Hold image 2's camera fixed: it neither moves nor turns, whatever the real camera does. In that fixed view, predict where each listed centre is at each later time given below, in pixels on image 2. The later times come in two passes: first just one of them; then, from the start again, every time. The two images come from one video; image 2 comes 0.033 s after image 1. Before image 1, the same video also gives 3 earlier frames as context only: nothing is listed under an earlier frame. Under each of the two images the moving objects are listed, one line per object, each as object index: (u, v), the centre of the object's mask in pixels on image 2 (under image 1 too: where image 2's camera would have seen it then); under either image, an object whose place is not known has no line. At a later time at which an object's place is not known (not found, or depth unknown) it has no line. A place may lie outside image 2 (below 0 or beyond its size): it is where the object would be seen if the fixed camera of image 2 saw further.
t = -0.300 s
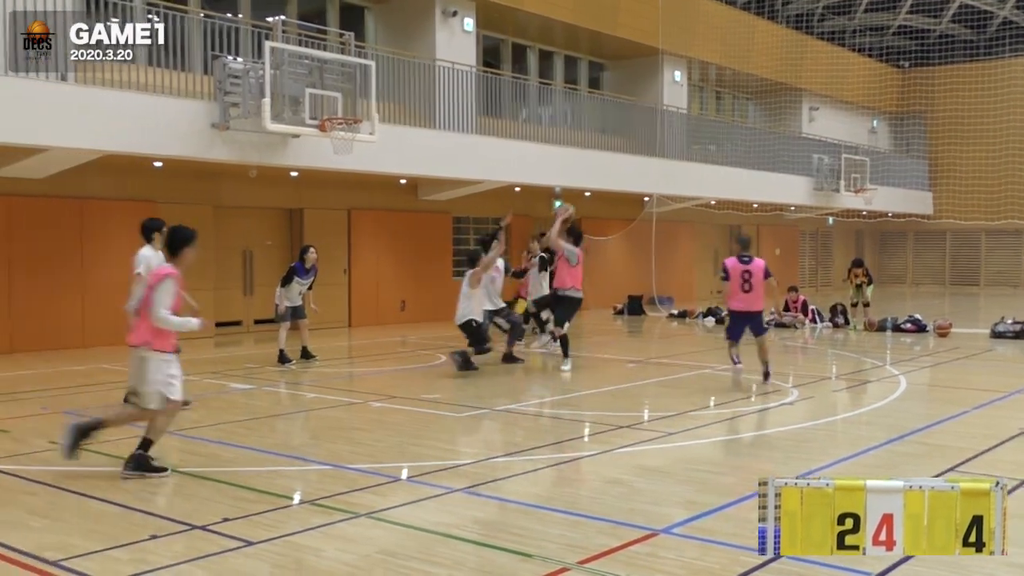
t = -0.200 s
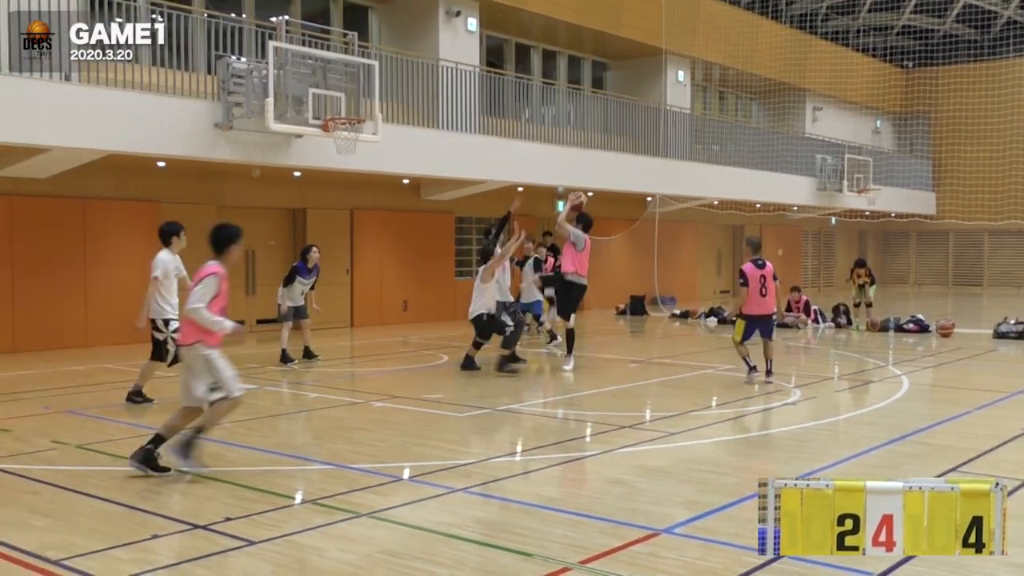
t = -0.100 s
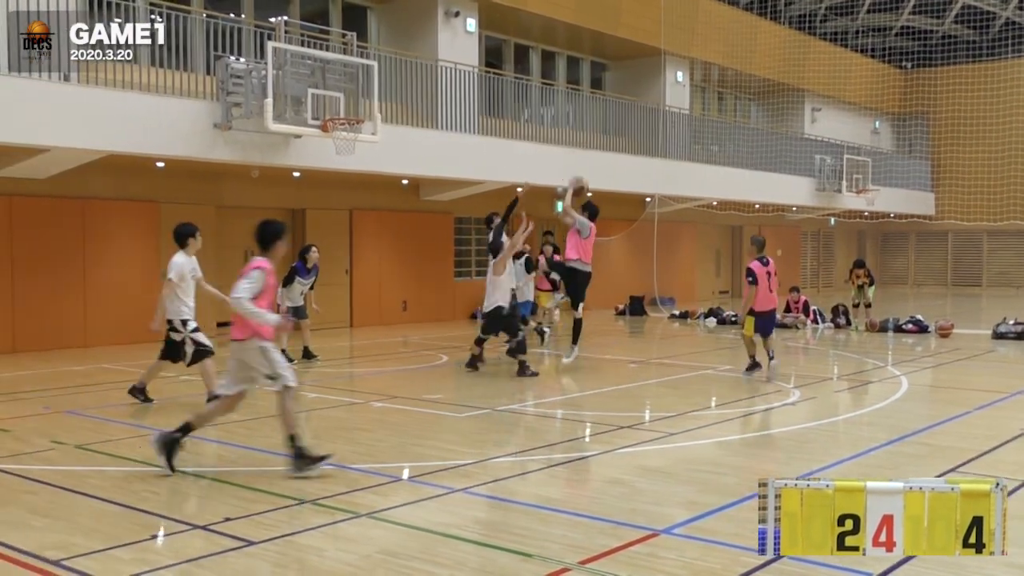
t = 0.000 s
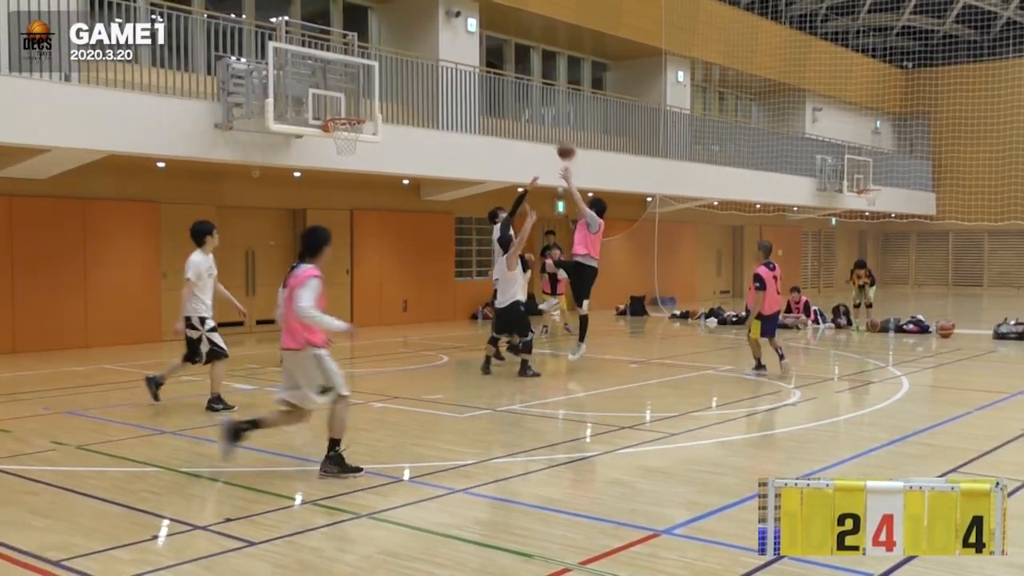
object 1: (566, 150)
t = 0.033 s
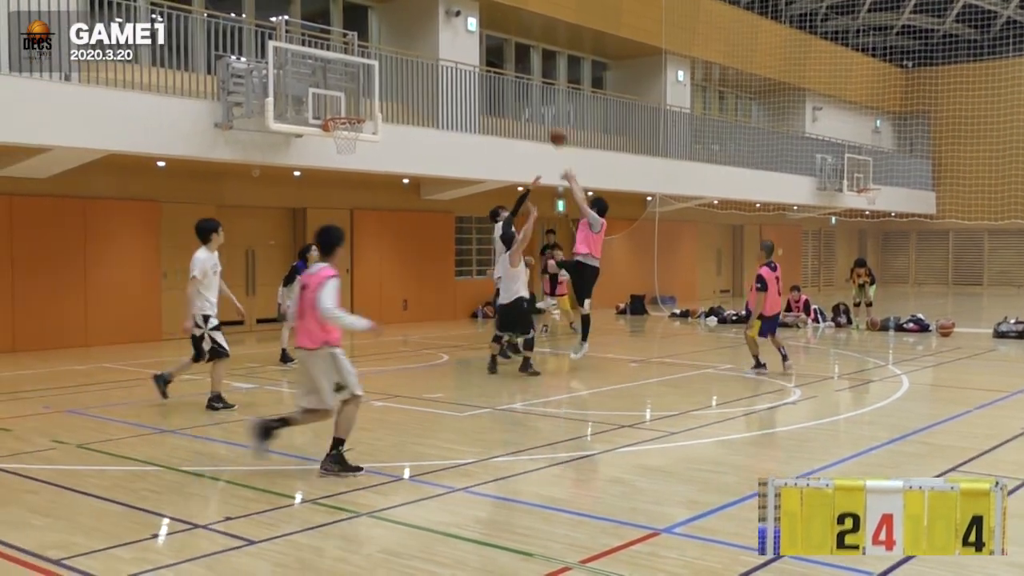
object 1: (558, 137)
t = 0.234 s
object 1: (517, 76)
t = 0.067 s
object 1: (552, 124)
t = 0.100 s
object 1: (544, 111)
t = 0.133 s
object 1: (537, 102)
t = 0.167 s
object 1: (529, 92)
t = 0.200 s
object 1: (522, 83)
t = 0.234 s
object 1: (517, 76)
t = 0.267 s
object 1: (509, 69)
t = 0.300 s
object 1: (501, 64)
